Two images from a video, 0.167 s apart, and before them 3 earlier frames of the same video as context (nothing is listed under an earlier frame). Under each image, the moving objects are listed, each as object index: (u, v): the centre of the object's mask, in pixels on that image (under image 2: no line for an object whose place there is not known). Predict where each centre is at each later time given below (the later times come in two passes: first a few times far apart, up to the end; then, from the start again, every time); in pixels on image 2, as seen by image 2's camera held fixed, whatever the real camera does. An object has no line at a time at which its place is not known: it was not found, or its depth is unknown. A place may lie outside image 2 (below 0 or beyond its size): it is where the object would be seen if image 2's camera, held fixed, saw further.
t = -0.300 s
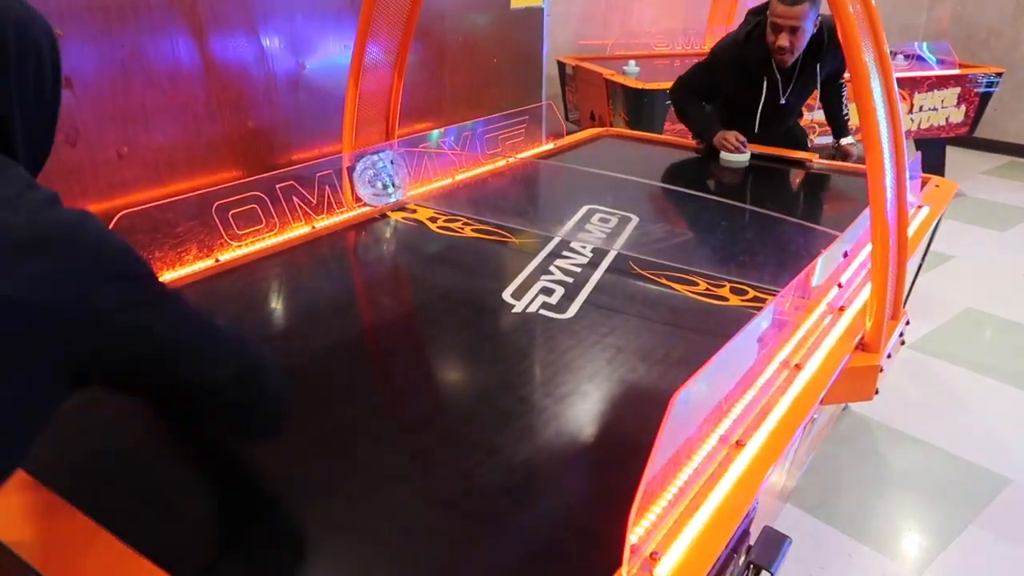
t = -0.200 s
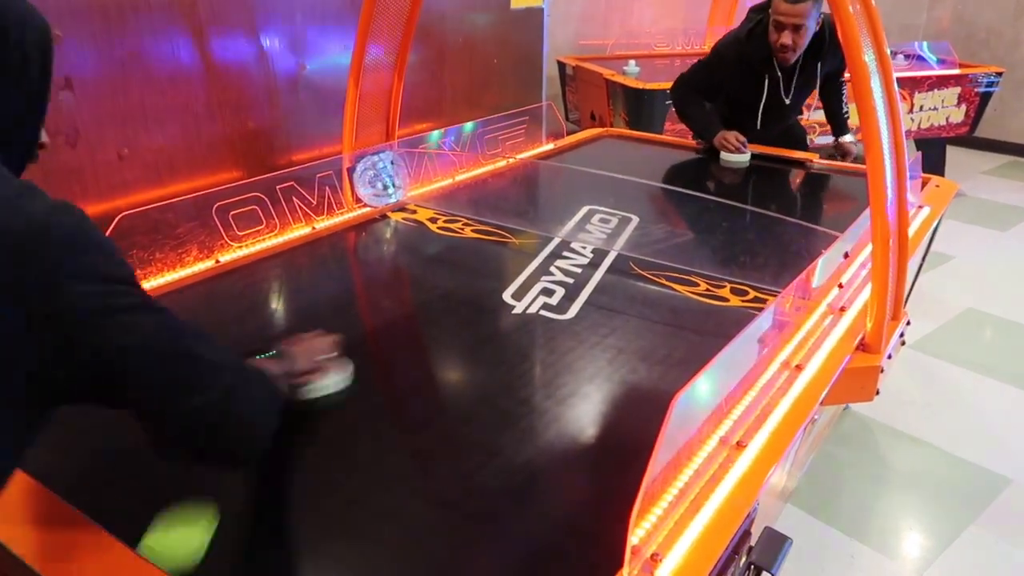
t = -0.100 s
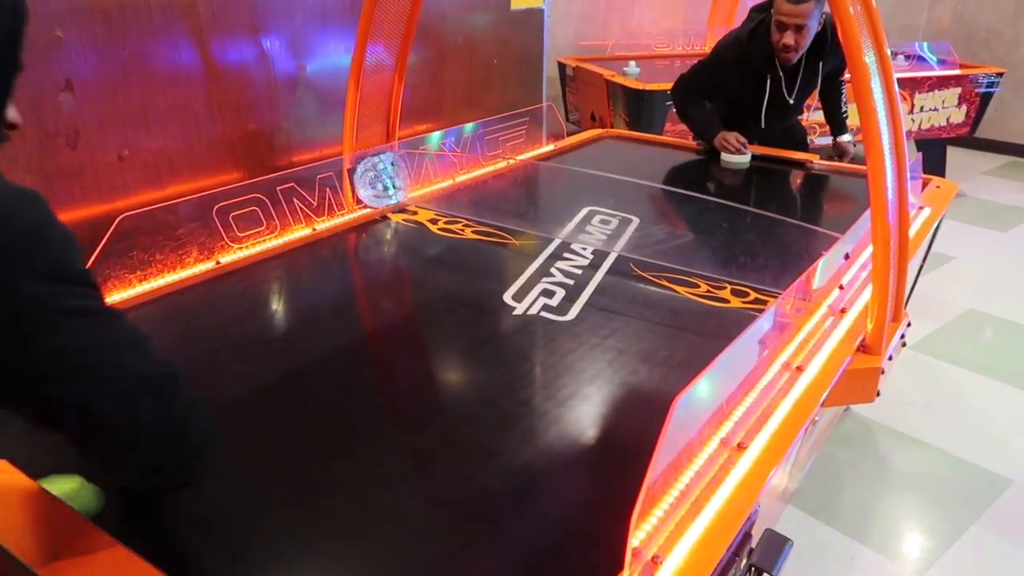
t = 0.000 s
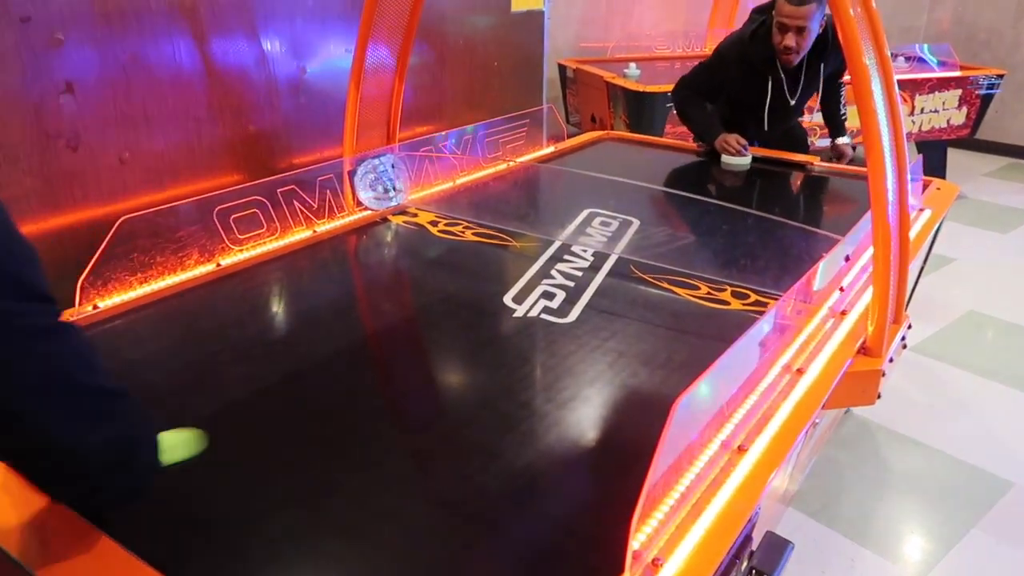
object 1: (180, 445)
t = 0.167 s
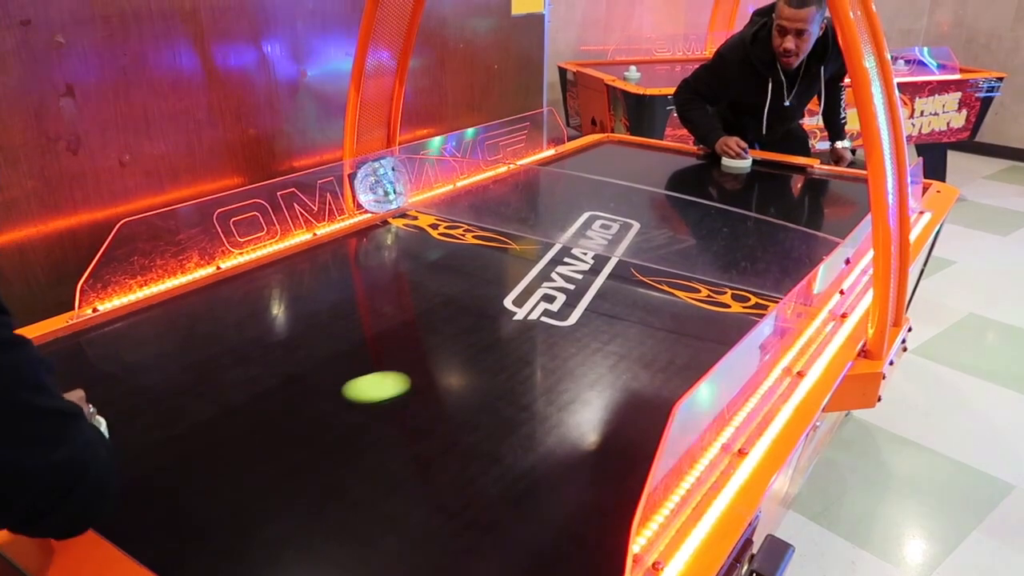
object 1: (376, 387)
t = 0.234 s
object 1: (446, 365)
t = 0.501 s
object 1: (665, 300)
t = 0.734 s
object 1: (804, 258)
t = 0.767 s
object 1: (818, 252)
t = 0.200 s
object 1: (412, 376)
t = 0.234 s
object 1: (446, 365)
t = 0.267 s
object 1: (478, 356)
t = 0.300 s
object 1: (509, 346)
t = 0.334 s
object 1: (537, 338)
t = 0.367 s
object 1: (566, 329)
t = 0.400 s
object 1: (595, 321)
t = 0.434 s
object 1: (618, 313)
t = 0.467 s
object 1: (642, 306)
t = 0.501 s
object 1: (665, 300)
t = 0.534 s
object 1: (688, 292)
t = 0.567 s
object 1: (709, 286)
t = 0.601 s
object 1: (731, 279)
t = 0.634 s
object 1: (750, 275)
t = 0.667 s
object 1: (769, 269)
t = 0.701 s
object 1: (787, 263)
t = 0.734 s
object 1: (804, 258)
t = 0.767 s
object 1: (818, 252)
